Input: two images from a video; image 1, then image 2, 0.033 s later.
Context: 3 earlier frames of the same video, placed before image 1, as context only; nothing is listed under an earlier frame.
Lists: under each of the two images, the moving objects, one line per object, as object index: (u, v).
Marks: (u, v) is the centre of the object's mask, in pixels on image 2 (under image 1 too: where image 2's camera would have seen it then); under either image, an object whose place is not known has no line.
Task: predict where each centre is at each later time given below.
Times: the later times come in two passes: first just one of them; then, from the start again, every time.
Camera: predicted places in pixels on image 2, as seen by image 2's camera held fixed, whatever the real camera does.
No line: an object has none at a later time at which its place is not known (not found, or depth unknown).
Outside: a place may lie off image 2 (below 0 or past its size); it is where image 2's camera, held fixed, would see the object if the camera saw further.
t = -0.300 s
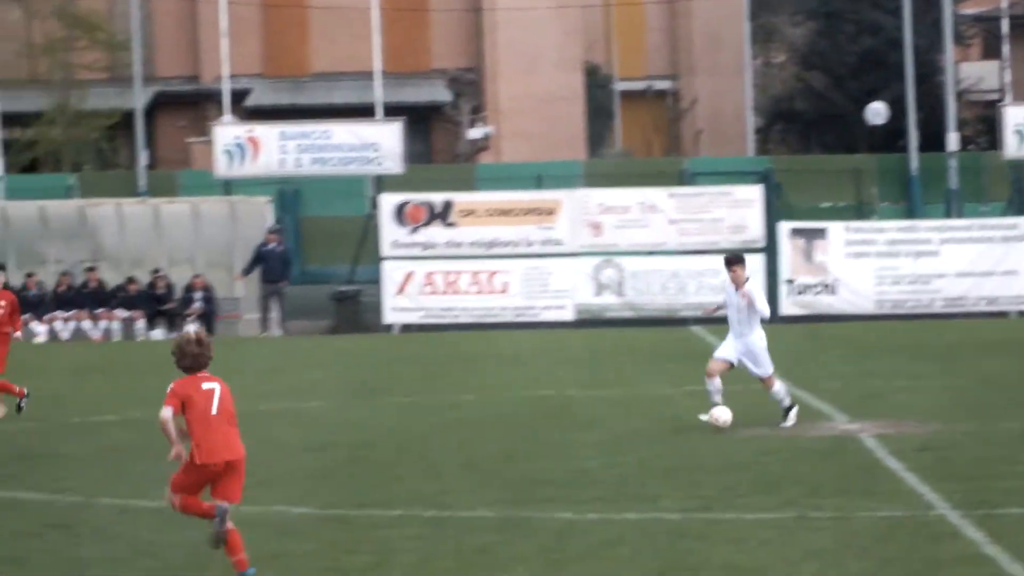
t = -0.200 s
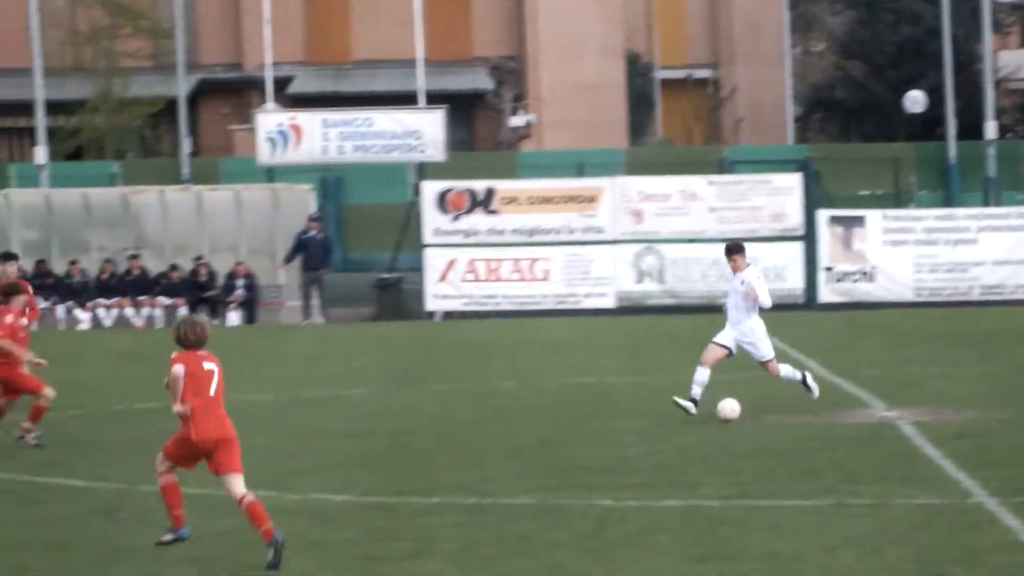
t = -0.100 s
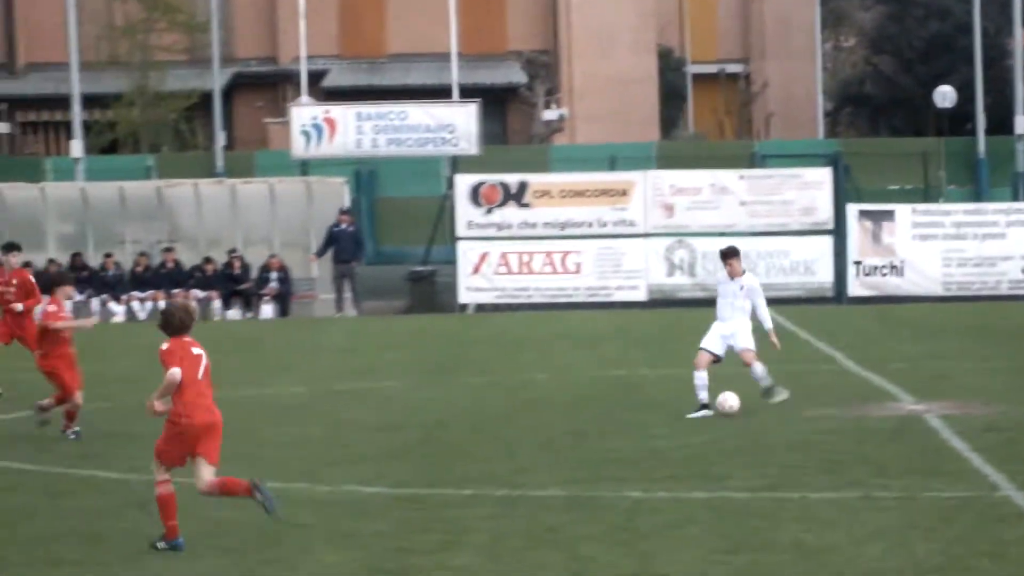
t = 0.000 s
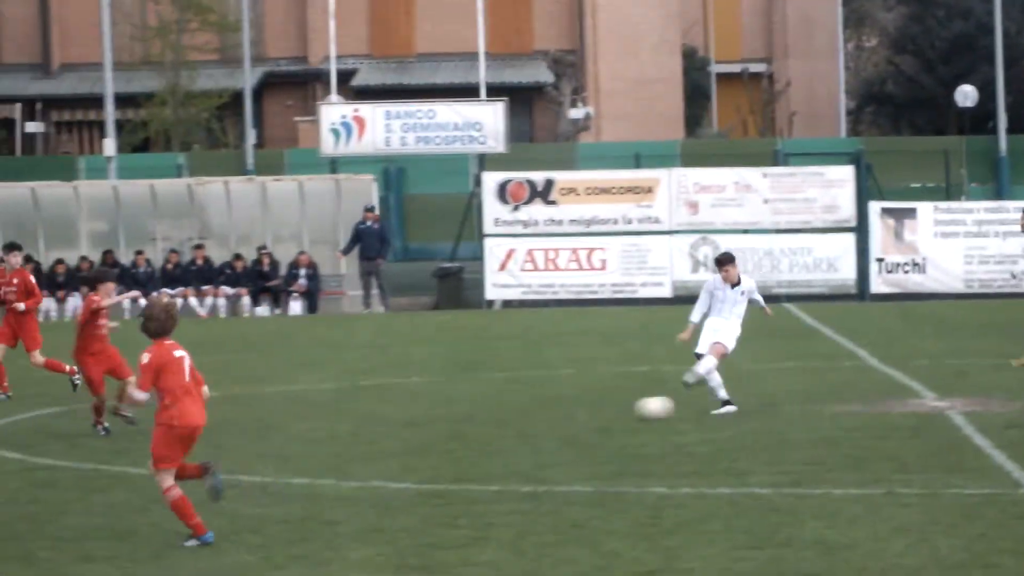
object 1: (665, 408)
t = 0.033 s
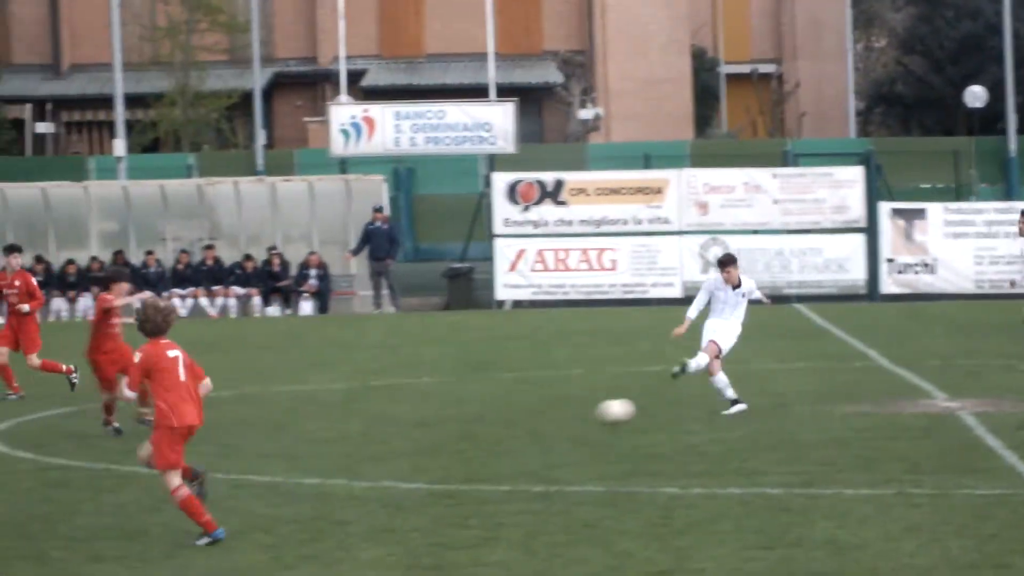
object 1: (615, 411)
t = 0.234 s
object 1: (326, 433)
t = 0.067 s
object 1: (565, 416)
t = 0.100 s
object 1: (515, 422)
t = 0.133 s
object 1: (465, 427)
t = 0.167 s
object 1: (419, 429)
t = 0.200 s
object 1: (374, 429)
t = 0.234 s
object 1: (326, 433)
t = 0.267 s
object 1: (279, 439)
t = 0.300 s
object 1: (234, 442)
